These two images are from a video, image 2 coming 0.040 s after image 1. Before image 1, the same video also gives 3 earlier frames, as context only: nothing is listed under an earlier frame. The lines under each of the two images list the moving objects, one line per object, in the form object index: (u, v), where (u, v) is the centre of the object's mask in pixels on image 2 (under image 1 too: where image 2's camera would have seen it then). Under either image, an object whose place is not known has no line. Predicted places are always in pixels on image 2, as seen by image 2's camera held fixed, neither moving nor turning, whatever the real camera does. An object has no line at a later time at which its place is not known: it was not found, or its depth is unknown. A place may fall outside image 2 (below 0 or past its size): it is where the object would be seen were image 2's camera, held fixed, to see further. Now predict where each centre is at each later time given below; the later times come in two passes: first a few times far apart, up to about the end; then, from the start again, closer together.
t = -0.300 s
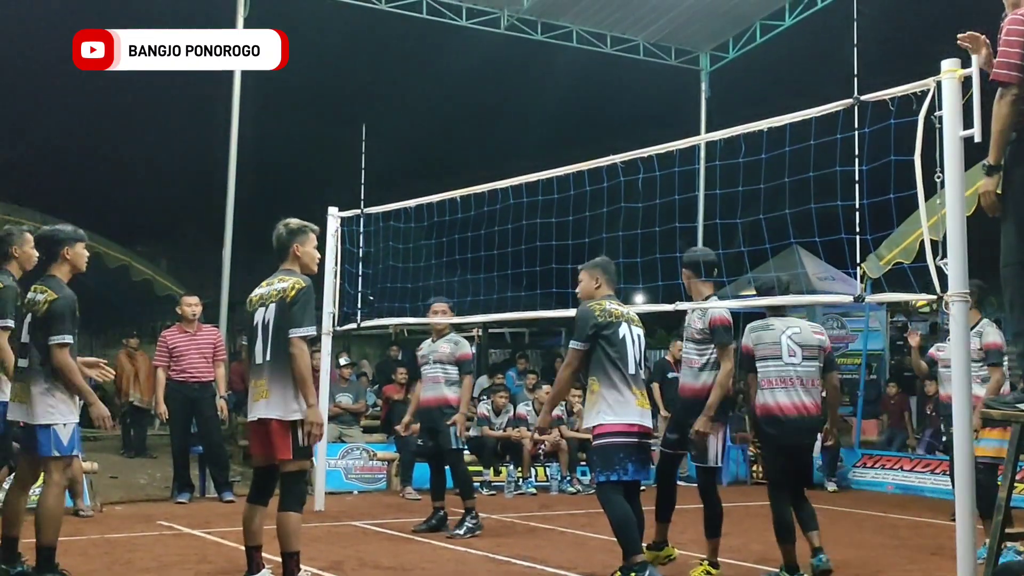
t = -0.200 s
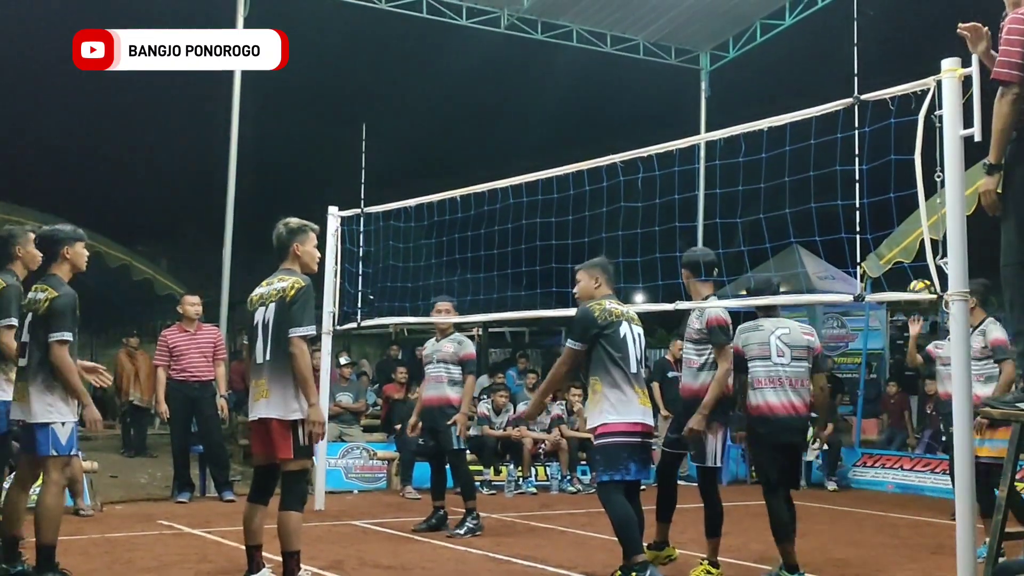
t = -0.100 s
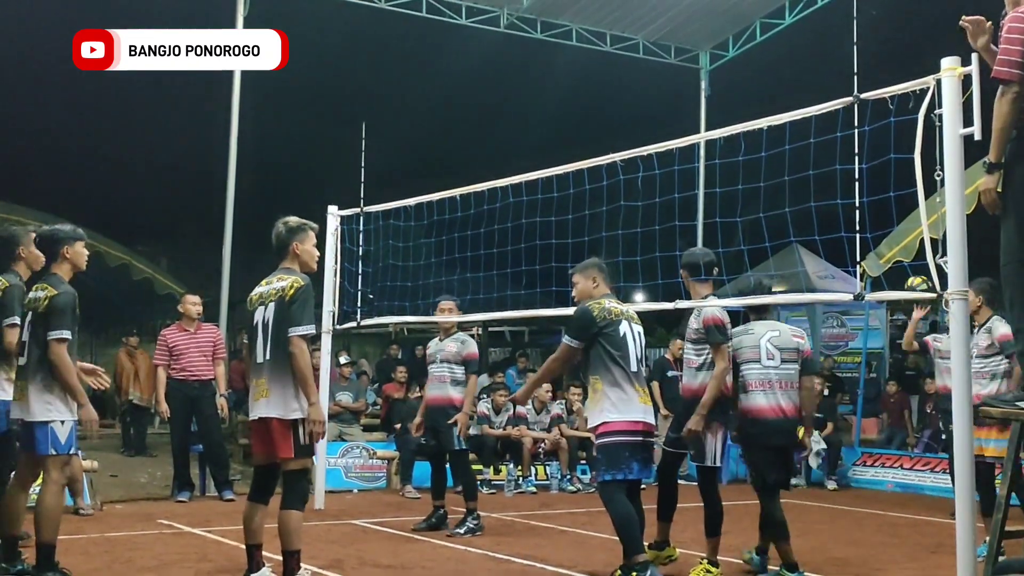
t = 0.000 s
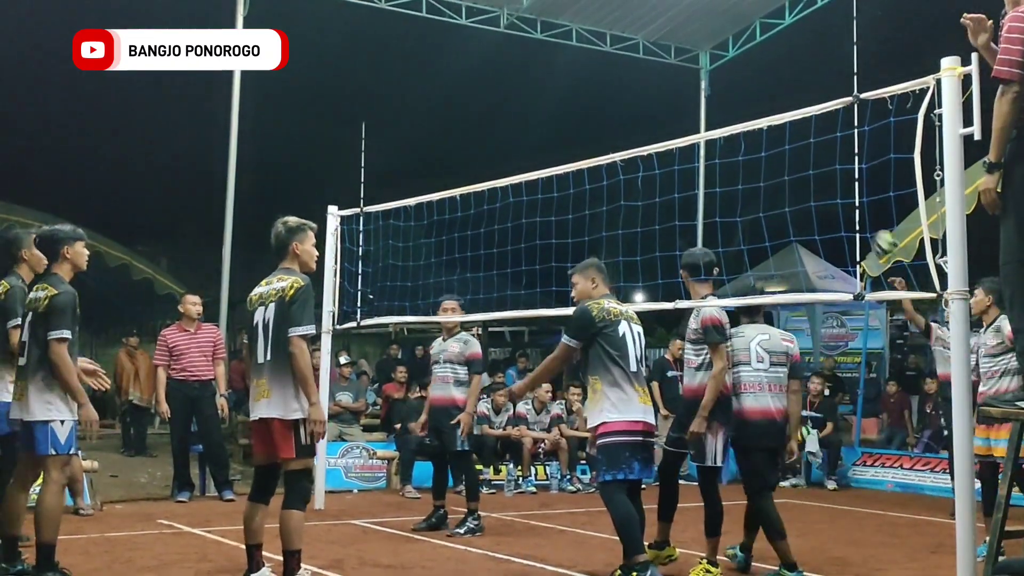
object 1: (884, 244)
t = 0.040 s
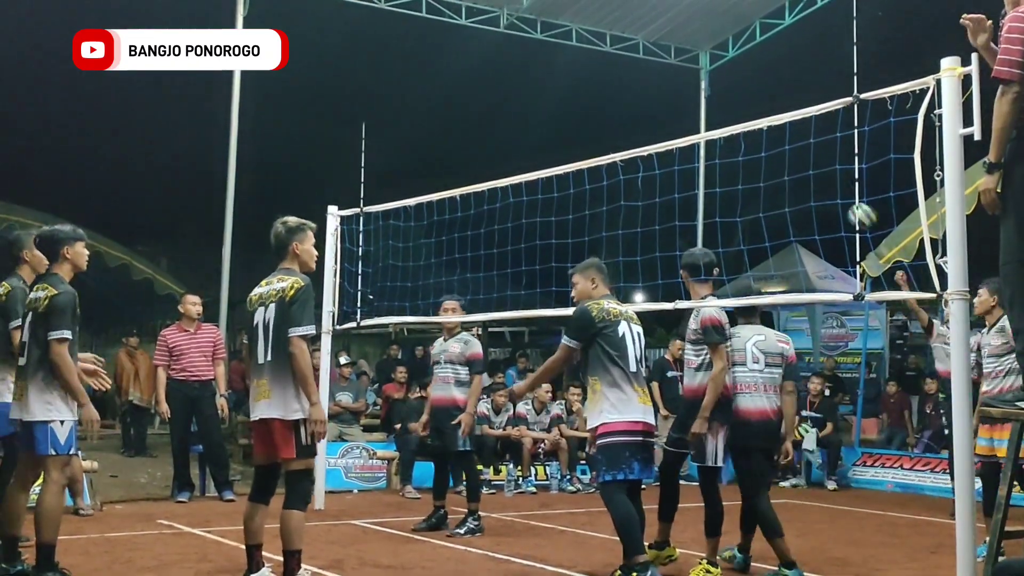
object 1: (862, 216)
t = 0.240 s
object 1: (748, 106)
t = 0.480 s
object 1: (610, 37)
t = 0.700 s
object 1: (482, 37)
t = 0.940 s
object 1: (338, 109)
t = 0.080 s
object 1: (839, 189)
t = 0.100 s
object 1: (827, 178)
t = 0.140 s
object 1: (804, 156)
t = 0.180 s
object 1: (782, 135)
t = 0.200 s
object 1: (772, 126)
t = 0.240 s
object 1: (748, 106)
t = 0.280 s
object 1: (726, 89)
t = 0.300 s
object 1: (714, 82)
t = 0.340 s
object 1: (691, 69)
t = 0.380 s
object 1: (668, 58)
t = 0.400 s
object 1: (656, 52)
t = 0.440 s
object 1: (633, 44)
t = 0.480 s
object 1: (610, 37)
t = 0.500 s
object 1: (599, 35)
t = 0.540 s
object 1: (576, 31)
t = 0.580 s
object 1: (553, 30)
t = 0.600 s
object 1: (542, 30)
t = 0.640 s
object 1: (518, 32)
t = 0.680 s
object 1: (494, 35)
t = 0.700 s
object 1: (482, 37)
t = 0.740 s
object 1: (459, 44)
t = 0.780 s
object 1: (434, 53)
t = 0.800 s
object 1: (422, 57)
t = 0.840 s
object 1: (398, 69)
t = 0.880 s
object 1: (374, 83)
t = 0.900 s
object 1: (363, 91)
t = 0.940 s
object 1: (338, 109)
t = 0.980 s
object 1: (313, 128)
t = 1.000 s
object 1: (301, 139)
